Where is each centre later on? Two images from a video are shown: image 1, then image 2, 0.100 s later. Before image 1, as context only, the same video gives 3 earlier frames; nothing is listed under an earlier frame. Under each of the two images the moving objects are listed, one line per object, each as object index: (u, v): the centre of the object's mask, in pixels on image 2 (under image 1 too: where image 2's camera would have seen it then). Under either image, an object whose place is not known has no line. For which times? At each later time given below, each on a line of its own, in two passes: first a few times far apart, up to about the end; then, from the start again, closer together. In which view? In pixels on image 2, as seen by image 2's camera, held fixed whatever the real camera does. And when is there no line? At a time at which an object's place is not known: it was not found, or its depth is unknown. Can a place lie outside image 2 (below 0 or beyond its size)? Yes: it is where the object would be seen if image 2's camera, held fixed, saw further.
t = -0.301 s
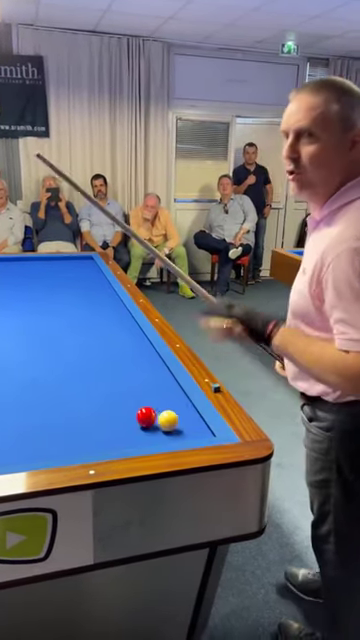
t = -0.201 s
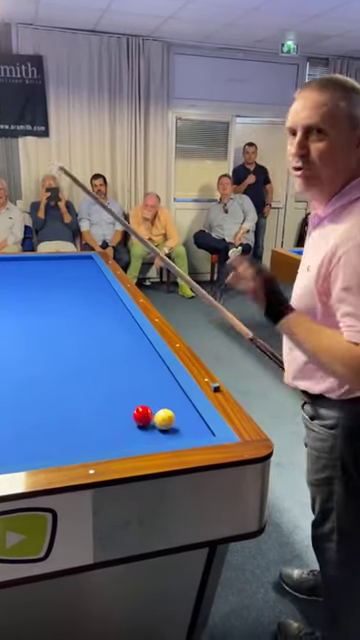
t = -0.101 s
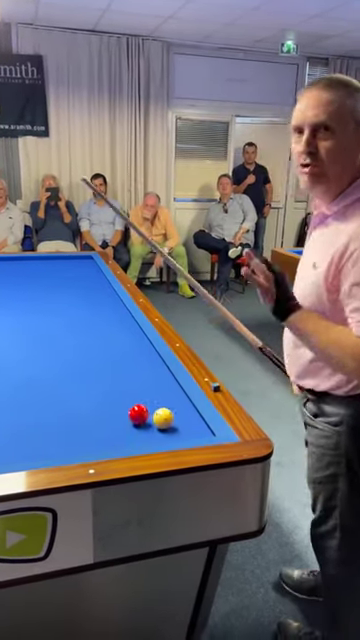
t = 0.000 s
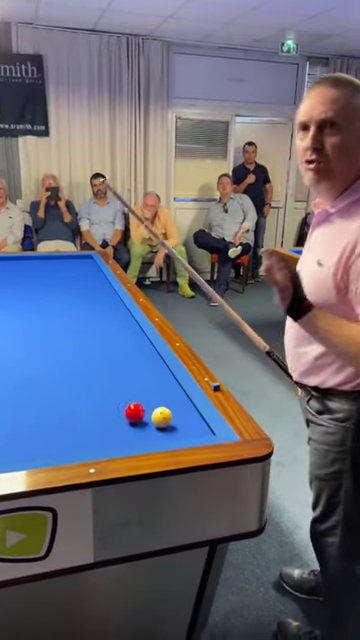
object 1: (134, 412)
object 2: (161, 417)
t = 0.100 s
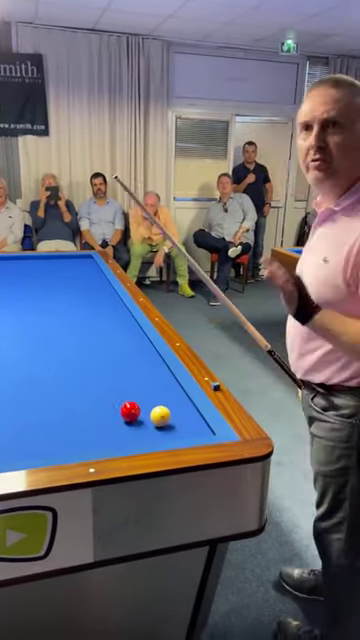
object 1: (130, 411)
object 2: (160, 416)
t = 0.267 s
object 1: (123, 410)
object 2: (158, 415)
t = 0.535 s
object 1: (114, 408)
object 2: (155, 414)
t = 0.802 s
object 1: (106, 405)
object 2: (153, 413)
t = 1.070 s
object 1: (126, 395)
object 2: (151, 413)
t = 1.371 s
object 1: (144, 386)
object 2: (149, 413)
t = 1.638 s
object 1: (158, 379)
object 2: (148, 412)
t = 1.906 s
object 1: (160, 374)
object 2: (149, 413)
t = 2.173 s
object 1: (150, 371)
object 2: (150, 413)
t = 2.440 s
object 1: (141, 369)
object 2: (151, 411)
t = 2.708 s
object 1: (132, 367)
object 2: (152, 409)
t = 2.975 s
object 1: (124, 365)
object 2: (152, 410)
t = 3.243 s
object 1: (117, 363)
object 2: (152, 409)
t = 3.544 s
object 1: (109, 361)
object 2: (151, 409)
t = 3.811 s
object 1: (103, 359)
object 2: (151, 409)
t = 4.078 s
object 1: (98, 358)
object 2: (151, 409)
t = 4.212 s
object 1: (95, 358)
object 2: (151, 410)
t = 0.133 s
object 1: (128, 410)
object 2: (159, 416)
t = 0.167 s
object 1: (127, 410)
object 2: (159, 415)
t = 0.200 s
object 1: (126, 410)
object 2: (159, 415)
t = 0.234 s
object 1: (125, 410)
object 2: (158, 415)
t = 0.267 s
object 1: (123, 410)
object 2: (158, 415)
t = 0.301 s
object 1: (122, 409)
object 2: (157, 415)
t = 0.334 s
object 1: (121, 409)
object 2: (157, 415)
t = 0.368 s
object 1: (120, 409)
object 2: (157, 415)
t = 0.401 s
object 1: (118, 409)
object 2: (157, 414)
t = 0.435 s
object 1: (118, 409)
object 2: (156, 414)
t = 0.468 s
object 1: (116, 408)
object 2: (156, 414)
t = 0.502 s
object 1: (115, 408)
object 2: (155, 414)
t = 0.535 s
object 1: (114, 408)
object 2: (155, 414)
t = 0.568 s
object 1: (113, 408)
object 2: (154, 414)
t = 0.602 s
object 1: (112, 407)
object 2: (154, 414)
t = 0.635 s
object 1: (111, 407)
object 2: (154, 413)
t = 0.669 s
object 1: (109, 406)
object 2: (154, 413)
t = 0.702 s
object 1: (109, 406)
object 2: (153, 413)
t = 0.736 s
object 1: (107, 406)
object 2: (153, 413)
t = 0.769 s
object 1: (106, 406)
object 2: (153, 413)
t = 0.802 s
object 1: (106, 405)
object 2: (153, 413)
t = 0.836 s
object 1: (109, 404)
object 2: (153, 413)
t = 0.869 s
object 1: (112, 402)
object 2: (152, 413)
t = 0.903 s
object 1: (115, 401)
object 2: (152, 413)
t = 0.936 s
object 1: (117, 400)
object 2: (151, 413)
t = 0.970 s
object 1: (120, 399)
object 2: (151, 413)
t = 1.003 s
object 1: (122, 398)
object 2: (151, 413)
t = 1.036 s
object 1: (124, 396)
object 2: (151, 413)
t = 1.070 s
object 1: (126, 395)
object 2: (151, 413)
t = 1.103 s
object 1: (128, 394)
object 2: (150, 413)
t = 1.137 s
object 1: (130, 394)
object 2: (150, 413)
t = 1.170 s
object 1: (132, 392)
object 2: (150, 413)
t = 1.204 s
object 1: (134, 391)
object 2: (150, 412)
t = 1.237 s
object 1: (136, 390)
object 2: (150, 412)
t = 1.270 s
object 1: (138, 389)
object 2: (149, 413)
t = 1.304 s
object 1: (140, 388)
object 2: (149, 413)
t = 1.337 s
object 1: (142, 387)
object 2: (149, 413)
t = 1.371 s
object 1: (144, 386)
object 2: (149, 413)
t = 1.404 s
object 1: (145, 385)
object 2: (149, 413)
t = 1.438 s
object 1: (147, 384)
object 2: (149, 413)
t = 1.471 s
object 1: (149, 383)
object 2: (149, 413)
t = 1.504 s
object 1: (151, 382)
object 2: (149, 413)
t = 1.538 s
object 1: (152, 381)
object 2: (148, 413)
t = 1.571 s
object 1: (154, 381)
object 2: (149, 413)
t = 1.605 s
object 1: (156, 380)
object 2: (148, 413)
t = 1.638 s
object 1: (158, 379)
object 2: (148, 412)
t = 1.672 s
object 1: (159, 378)
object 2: (149, 413)
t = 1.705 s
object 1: (161, 377)
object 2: (149, 413)
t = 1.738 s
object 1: (162, 376)
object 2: (149, 413)
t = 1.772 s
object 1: (164, 376)
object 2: (148, 413)
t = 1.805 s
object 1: (164, 375)
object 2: (149, 413)
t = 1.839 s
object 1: (163, 374)
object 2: (149, 413)
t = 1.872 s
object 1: (161, 375)
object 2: (148, 413)
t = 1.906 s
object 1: (160, 374)
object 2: (149, 413)
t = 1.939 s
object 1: (159, 373)
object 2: (149, 413)
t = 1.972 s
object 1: (158, 373)
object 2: (149, 413)
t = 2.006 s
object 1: (156, 373)
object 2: (149, 413)
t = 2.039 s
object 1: (155, 372)
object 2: (149, 413)
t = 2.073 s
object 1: (154, 372)
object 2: (149, 413)
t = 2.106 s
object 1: (153, 372)
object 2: (149, 413)
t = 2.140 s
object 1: (151, 372)
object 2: (150, 412)
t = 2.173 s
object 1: (150, 371)
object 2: (150, 413)
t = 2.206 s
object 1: (149, 371)
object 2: (151, 411)
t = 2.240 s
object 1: (148, 371)
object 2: (152, 411)
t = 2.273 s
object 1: (147, 371)
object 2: (152, 411)
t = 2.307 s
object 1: (145, 370)
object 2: (152, 410)
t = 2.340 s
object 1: (144, 370)
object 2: (151, 411)
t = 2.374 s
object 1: (143, 370)
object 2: (152, 411)
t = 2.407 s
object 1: (142, 369)
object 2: (152, 411)
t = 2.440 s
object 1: (141, 369)
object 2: (151, 411)
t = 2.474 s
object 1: (140, 369)
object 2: (152, 411)
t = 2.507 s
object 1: (139, 369)
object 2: (152, 411)
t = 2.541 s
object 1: (138, 368)
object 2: (152, 411)
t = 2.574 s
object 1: (136, 368)
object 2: (152, 410)
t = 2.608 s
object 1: (135, 368)
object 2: (152, 410)
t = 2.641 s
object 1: (134, 368)
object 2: (152, 410)
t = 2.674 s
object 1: (133, 367)
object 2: (152, 410)
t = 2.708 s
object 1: (132, 367)
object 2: (152, 409)
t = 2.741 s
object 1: (131, 367)
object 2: (152, 410)
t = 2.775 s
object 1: (130, 366)
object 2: (152, 410)
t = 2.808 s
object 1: (129, 366)
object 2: (152, 409)
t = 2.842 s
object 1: (128, 366)
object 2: (152, 409)
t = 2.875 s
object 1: (127, 365)
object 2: (152, 409)
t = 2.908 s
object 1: (126, 365)
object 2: (152, 409)
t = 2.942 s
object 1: (125, 365)
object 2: (152, 409)
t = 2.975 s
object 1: (124, 365)
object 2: (152, 410)
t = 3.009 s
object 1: (124, 364)
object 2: (152, 409)
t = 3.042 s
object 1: (123, 364)
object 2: (152, 409)
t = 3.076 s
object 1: (121, 364)
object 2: (152, 409)
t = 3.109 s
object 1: (121, 364)
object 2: (152, 409)
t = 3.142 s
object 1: (120, 363)
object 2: (152, 409)
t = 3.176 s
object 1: (119, 363)
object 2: (152, 409)
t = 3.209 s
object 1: (118, 363)
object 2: (152, 409)
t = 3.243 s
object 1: (117, 363)
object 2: (152, 409)
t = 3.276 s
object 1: (116, 362)
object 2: (152, 409)
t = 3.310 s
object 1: (115, 362)
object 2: (152, 409)
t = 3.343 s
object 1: (114, 362)
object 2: (152, 409)
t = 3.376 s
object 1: (114, 362)
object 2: (152, 409)
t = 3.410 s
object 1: (113, 362)
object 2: (151, 409)
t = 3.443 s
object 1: (111, 362)
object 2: (151, 409)
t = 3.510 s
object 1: (110, 361)
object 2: (151, 409)
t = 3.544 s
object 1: (109, 361)
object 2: (151, 409)
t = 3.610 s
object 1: (107, 361)
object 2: (151, 409)
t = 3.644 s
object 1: (106, 361)
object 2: (151, 409)
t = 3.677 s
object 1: (106, 360)
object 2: (152, 409)
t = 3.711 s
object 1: (105, 360)
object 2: (152, 409)
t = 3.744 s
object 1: (104, 360)
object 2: (152, 409)
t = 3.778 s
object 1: (103, 360)
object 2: (151, 409)
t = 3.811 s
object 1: (103, 359)
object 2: (151, 409)
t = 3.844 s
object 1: (102, 359)
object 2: (151, 409)
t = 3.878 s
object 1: (102, 359)
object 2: (151, 409)
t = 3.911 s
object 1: (101, 359)
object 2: (152, 409)
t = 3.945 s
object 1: (100, 359)
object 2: (151, 409)
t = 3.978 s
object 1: (100, 359)
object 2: (151, 409)
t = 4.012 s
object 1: (99, 358)
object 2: (151, 409)
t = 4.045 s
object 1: (98, 359)
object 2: (151, 410)
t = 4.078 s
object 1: (98, 358)
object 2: (151, 409)
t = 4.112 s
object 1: (97, 358)
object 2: (151, 410)
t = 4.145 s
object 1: (96, 358)
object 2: (151, 410)
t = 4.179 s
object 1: (96, 358)
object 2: (151, 409)
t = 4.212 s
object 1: (95, 358)
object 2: (151, 410)
